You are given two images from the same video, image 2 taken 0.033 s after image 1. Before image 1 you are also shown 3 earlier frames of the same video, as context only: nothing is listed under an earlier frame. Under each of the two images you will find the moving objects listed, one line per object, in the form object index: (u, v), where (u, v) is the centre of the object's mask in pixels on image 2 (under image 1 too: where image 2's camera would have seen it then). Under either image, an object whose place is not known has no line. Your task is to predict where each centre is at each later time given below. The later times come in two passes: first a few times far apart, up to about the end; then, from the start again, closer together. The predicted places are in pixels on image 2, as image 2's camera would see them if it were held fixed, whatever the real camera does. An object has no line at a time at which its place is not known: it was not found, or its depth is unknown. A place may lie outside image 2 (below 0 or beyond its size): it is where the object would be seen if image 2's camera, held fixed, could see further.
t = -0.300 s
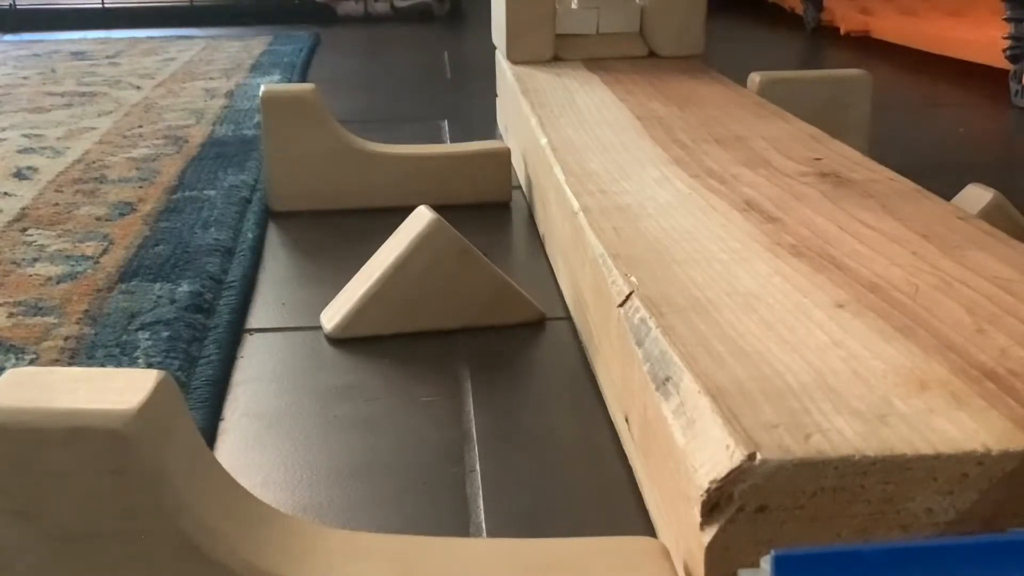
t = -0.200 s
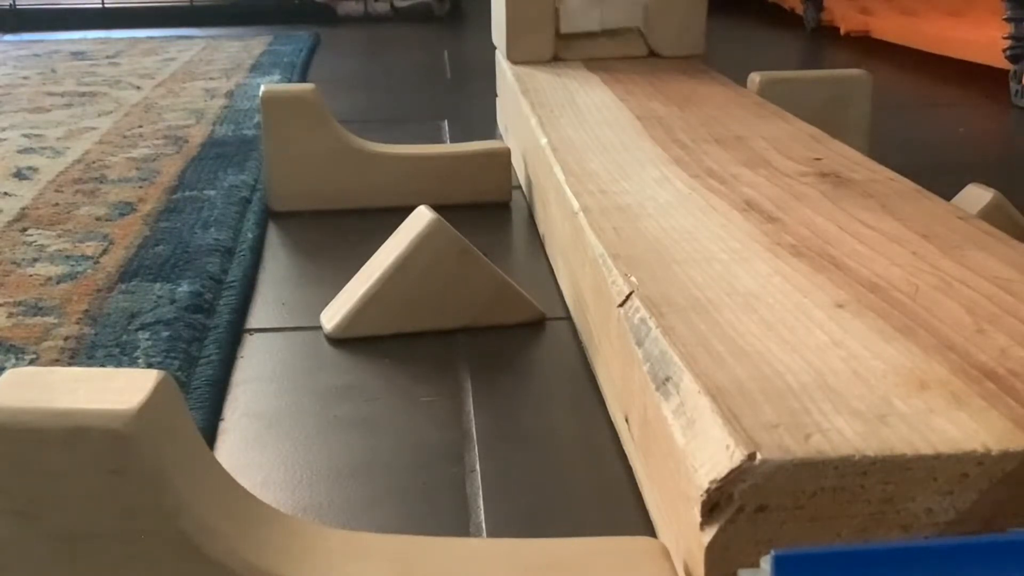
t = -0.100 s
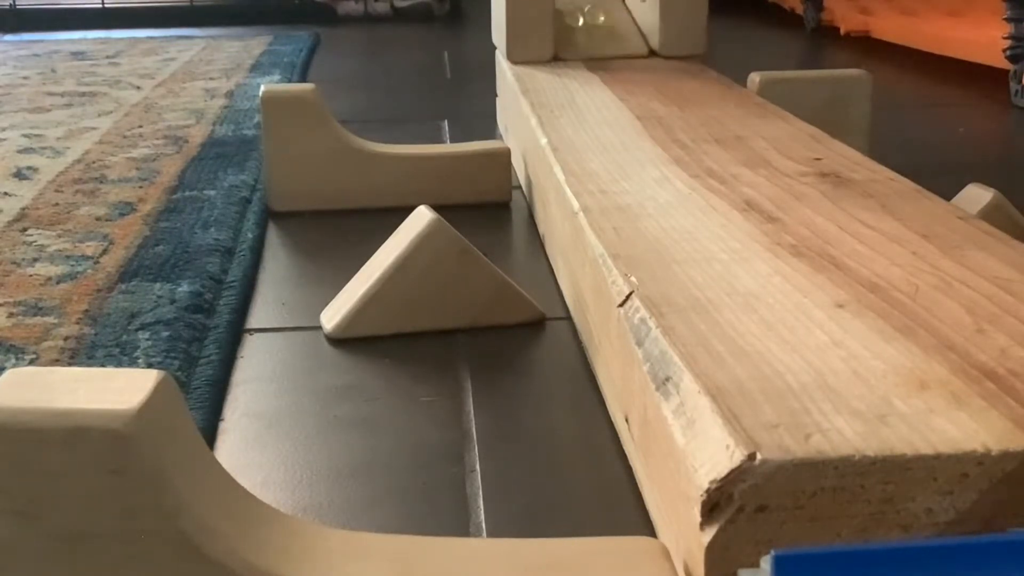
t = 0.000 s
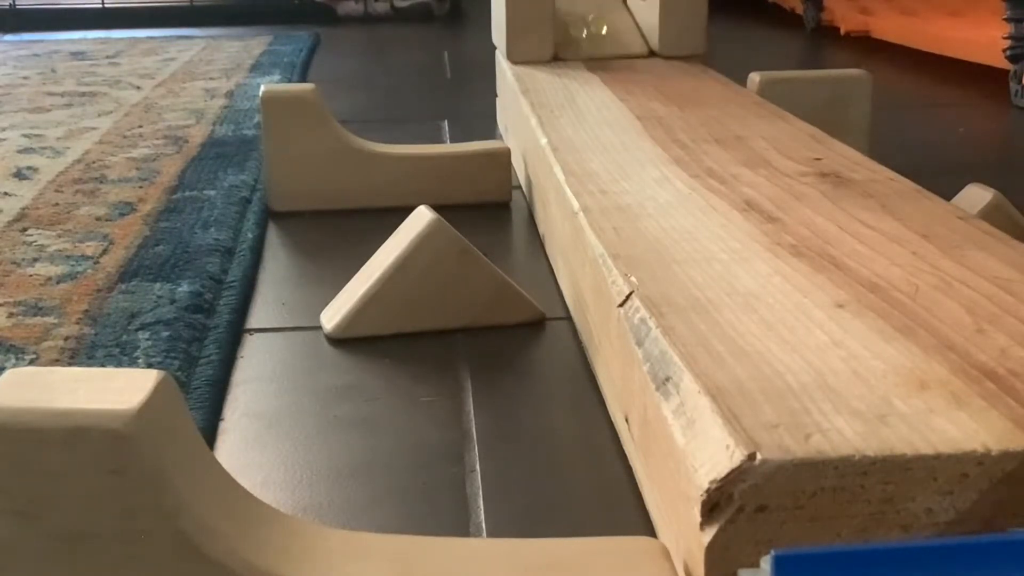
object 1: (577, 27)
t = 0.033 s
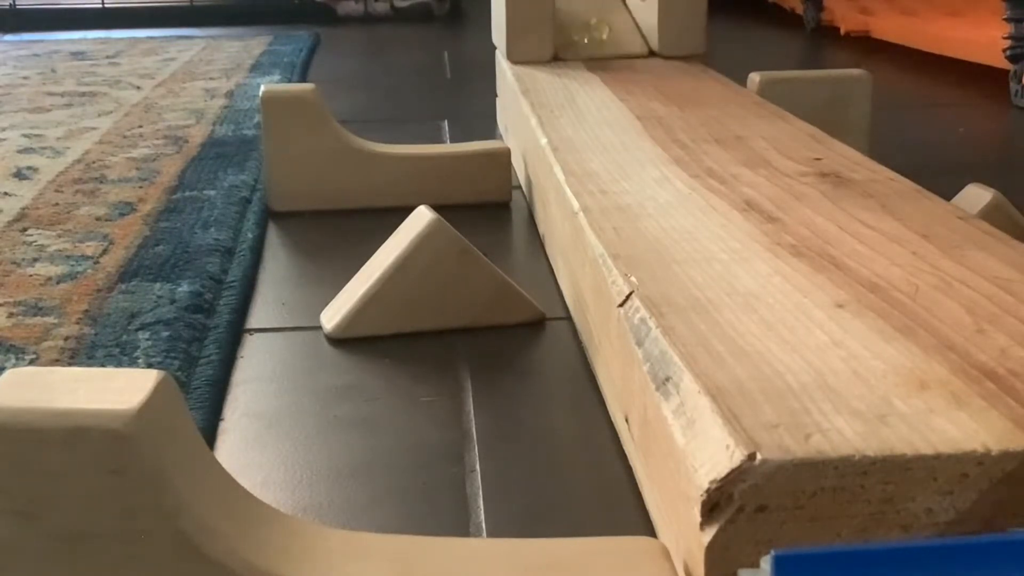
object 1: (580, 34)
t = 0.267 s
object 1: (568, 62)
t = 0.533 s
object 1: (564, 84)
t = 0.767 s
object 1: (559, 108)
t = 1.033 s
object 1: (533, 175)
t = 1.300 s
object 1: (564, 307)
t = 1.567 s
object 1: (546, 332)
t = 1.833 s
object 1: (541, 362)
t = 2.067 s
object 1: (535, 389)
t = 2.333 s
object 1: (535, 421)
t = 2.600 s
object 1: (540, 450)
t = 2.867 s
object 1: (542, 475)
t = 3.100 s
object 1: (558, 493)
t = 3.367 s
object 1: (595, 503)
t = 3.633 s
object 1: (623, 511)
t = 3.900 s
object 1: (611, 512)
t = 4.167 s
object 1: (621, 512)
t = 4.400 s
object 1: (624, 511)
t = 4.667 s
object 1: (624, 512)
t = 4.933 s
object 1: (625, 512)
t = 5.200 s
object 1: (625, 512)
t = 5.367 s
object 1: (625, 512)
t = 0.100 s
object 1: (567, 50)
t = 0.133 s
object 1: (568, 51)
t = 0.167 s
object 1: (570, 56)
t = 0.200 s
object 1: (569, 58)
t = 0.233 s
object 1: (569, 59)
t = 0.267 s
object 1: (568, 62)
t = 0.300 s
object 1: (568, 64)
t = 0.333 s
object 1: (568, 66)
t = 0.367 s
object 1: (567, 69)
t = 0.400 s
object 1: (567, 72)
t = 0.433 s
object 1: (566, 75)
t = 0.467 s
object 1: (565, 78)
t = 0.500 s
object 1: (565, 81)
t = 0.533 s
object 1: (564, 84)
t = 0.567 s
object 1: (563, 88)
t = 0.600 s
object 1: (563, 91)
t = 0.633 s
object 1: (563, 94)
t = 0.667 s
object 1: (561, 98)
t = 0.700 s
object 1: (561, 101)
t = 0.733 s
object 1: (560, 104)
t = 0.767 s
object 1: (559, 108)
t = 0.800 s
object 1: (557, 112)
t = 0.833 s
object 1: (556, 116)
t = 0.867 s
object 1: (554, 119)
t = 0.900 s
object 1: (553, 125)
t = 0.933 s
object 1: (551, 129)
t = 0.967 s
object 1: (548, 136)
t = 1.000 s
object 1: (538, 146)
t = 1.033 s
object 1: (533, 175)
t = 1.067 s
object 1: (518, 234)
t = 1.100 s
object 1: (535, 273)
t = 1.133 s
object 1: (547, 289)
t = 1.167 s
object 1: (549, 292)
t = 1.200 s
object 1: (550, 294)
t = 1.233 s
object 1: (551, 294)
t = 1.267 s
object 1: (551, 296)
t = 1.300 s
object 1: (564, 307)
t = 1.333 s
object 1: (552, 305)
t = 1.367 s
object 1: (551, 310)
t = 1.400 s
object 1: (550, 316)
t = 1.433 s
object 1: (549, 320)
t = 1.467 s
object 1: (547, 321)
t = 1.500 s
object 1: (547, 324)
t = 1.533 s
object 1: (546, 327)
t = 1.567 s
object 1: (546, 332)
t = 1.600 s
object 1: (545, 335)
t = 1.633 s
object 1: (544, 338)
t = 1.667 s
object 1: (544, 341)
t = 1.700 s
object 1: (542, 344)
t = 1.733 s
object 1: (542, 348)
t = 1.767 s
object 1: (542, 353)
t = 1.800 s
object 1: (542, 357)
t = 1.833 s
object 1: (541, 362)
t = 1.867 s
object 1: (540, 365)
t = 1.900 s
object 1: (539, 368)
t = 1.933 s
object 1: (539, 372)
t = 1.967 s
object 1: (538, 376)
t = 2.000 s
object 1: (537, 381)
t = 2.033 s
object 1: (536, 385)
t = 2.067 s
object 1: (535, 389)
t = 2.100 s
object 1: (535, 393)
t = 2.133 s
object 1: (535, 397)
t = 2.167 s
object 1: (535, 401)
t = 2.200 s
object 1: (535, 405)
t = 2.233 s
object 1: (536, 409)
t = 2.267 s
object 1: (536, 413)
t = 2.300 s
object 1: (535, 417)
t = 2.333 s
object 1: (535, 421)
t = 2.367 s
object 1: (536, 425)
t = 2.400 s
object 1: (536, 429)
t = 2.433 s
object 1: (536, 433)
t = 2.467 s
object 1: (537, 436)
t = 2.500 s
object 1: (537, 440)
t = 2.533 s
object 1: (538, 443)
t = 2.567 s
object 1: (539, 447)
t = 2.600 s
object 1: (540, 450)
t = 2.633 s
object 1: (540, 453)
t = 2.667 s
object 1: (541, 456)
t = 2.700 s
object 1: (541, 460)
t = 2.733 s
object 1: (541, 463)
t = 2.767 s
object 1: (541, 466)
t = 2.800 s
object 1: (542, 469)
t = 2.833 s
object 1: (542, 472)
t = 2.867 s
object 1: (542, 475)
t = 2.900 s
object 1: (544, 478)
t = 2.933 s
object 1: (545, 480)
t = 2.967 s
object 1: (547, 483)
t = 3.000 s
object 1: (549, 486)
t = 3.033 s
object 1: (551, 488)
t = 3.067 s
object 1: (554, 491)
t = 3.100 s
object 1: (558, 493)
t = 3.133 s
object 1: (562, 494)
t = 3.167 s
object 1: (567, 496)
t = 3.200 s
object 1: (572, 497)
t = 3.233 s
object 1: (576, 498)
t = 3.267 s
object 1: (581, 499)
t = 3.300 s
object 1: (586, 501)
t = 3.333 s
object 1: (591, 502)
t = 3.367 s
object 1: (595, 503)
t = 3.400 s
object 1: (600, 505)
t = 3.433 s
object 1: (605, 506)
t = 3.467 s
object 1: (611, 507)
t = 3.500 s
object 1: (616, 508)
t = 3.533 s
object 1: (620, 509)
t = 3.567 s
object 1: (624, 510)
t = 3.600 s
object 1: (623, 511)
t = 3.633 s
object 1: (623, 511)
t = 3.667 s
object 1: (622, 512)
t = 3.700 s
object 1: (621, 512)
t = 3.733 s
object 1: (620, 512)
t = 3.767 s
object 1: (618, 513)
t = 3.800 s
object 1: (616, 513)
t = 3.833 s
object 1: (614, 513)
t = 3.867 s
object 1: (612, 513)
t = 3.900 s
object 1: (611, 512)
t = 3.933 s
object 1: (611, 512)
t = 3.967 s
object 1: (612, 512)
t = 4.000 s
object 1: (614, 512)
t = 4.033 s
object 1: (615, 512)
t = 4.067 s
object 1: (617, 512)
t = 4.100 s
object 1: (618, 512)
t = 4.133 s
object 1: (620, 512)
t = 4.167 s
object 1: (621, 512)
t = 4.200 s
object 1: (623, 511)
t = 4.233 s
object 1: (624, 511)
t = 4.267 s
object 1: (624, 511)
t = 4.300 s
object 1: (623, 511)
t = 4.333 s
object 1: (623, 511)
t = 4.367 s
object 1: (623, 511)
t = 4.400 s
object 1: (624, 511)
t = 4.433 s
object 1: (624, 511)
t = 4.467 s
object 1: (624, 511)
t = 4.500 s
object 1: (624, 511)
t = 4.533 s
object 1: (623, 511)
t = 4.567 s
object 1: (623, 511)
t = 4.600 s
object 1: (624, 511)
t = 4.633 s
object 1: (624, 511)
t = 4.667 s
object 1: (624, 512)
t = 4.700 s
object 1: (625, 512)
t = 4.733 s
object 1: (625, 512)
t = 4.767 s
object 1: (625, 512)
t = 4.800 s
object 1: (625, 512)
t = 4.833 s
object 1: (625, 512)
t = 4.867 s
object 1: (625, 512)
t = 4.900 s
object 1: (625, 512)
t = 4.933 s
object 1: (625, 512)
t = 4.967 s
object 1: (625, 512)
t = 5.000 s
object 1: (625, 512)
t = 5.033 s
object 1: (625, 512)
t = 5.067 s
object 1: (625, 512)
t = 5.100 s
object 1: (625, 512)
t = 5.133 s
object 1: (625, 512)
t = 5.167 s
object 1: (625, 512)
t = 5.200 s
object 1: (625, 512)
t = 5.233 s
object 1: (625, 512)
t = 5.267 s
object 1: (625, 512)
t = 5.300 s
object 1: (625, 512)
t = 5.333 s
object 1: (625, 512)
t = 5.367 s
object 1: (625, 512)
